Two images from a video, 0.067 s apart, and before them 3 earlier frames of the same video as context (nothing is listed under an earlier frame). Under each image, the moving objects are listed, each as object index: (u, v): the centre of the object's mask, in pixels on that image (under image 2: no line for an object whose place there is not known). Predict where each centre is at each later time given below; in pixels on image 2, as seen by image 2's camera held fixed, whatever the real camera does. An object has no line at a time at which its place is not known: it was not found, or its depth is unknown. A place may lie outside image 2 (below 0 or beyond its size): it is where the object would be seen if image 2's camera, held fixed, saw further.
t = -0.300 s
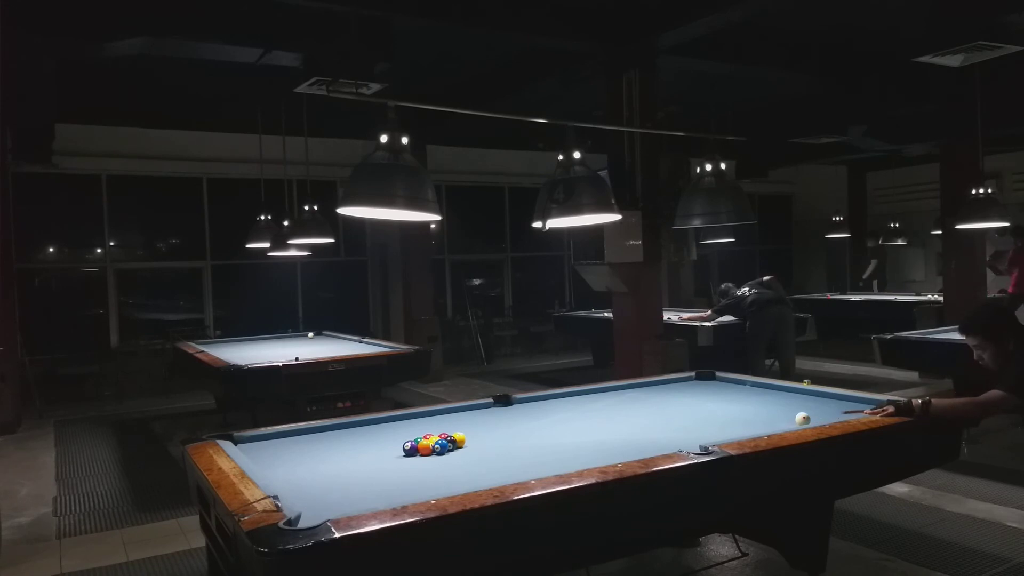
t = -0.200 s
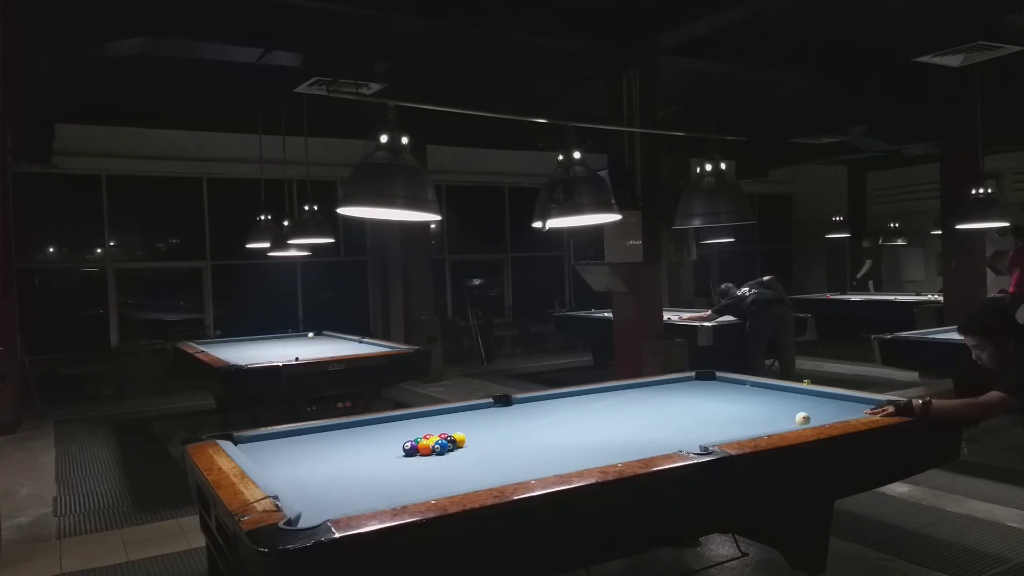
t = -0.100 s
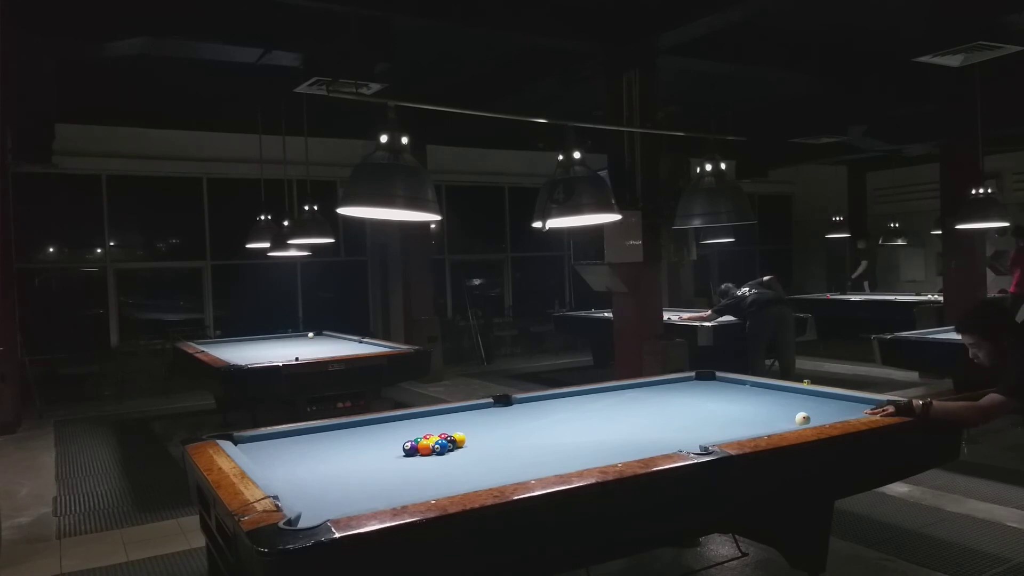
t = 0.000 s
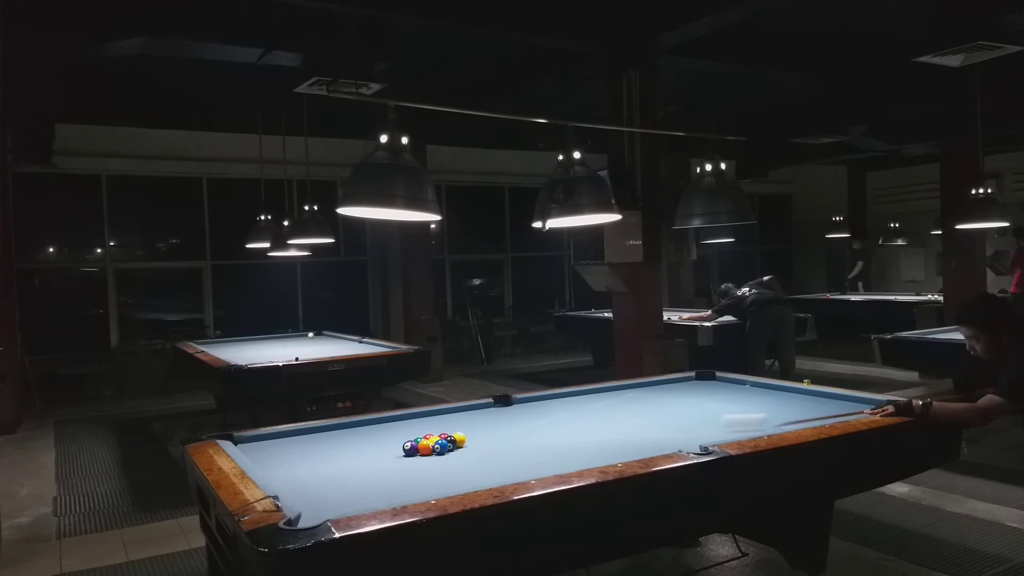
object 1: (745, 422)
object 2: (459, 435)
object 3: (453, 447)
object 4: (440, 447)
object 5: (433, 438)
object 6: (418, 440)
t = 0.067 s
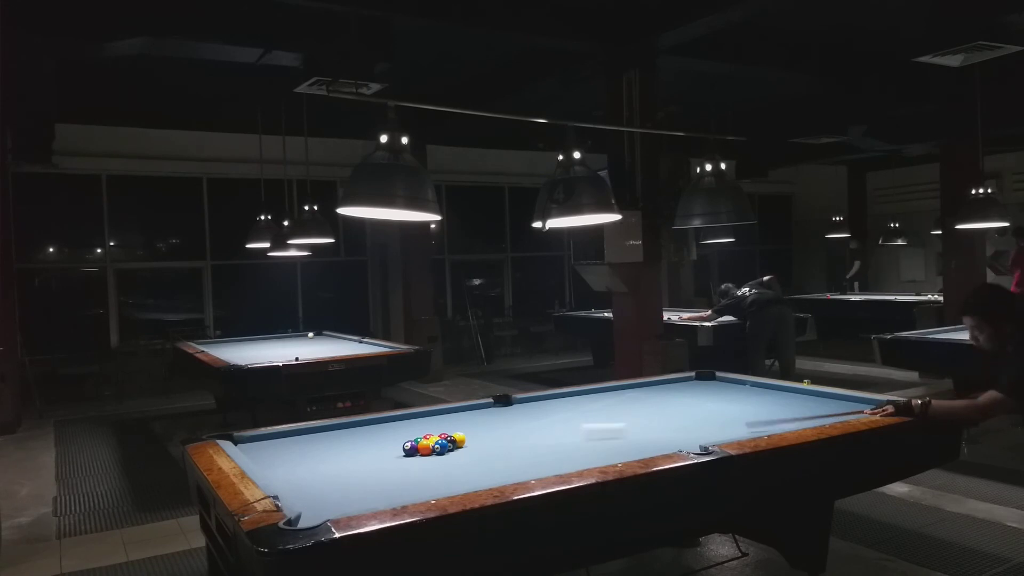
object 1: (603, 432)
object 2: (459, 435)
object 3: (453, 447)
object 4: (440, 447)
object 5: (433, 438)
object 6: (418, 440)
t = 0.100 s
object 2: (459, 435)
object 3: (453, 447)
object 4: (440, 447)
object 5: (433, 438)
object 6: (418, 440)
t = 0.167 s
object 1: (475, 441)
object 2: (457, 431)
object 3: (459, 445)
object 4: (439, 452)
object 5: (428, 443)
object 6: (407, 441)
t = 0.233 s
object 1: (483, 442)
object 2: (455, 424)
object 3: (469, 447)
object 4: (436, 461)
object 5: (419, 445)
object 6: (392, 441)
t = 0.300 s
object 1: (492, 443)
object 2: (453, 419)
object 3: (475, 450)
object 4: (432, 470)
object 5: (410, 445)
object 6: (379, 441)
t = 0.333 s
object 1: (496, 444)
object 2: (452, 416)
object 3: (478, 451)
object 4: (431, 474)
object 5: (406, 445)
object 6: (373, 441)
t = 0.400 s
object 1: (505, 445)
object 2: (451, 411)
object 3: (484, 454)
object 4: (428, 483)
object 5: (398, 446)
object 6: (360, 440)
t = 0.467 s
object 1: (513, 446)
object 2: (452, 407)
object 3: (491, 457)
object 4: (424, 490)
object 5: (389, 447)
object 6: (348, 439)
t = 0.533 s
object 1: (522, 448)
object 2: (468, 408)
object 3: (498, 459)
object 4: (417, 493)
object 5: (381, 448)
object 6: (335, 437)
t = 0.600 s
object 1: (531, 449)
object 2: (483, 408)
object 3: (504, 462)
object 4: (405, 493)
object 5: (372, 448)
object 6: (323, 437)
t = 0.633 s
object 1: (536, 449)
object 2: (491, 408)
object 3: (508, 464)
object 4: (399, 492)
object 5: (368, 448)
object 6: (318, 436)
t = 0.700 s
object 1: (545, 451)
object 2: (507, 408)
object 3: (515, 467)
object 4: (388, 490)
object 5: (360, 449)
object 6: (306, 435)
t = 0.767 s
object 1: (553, 452)
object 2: (522, 409)
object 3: (523, 469)
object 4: (378, 489)
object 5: (352, 450)
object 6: (295, 434)
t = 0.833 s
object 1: (562, 453)
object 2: (538, 409)
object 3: (530, 470)
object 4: (376, 495)
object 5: (344, 450)
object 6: (284, 434)
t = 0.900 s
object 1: (572, 454)
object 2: (554, 410)
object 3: (536, 471)
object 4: (372, 500)
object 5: (336, 451)
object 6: (285, 435)
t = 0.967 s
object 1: (581, 455)
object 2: (570, 410)
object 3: (532, 470)
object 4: (368, 503)
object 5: (328, 451)
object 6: (285, 436)
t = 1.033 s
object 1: (589, 456)
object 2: (586, 411)
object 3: (528, 469)
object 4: (360, 505)
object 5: (321, 452)
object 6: (285, 437)
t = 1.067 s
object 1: (594, 456)
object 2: (594, 411)
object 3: (531, 469)
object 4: (355, 505)
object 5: (317, 452)
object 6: (285, 438)
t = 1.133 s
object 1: (603, 456)
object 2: (611, 411)
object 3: (541, 469)
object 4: (345, 506)
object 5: (309, 453)
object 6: (285, 439)
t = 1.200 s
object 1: (613, 456)
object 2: (627, 411)
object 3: (548, 468)
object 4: (336, 507)
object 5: (301, 453)
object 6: (285, 440)
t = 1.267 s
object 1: (619, 455)
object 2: (644, 412)
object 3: (554, 467)
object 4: (327, 509)
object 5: (294, 454)
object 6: (285, 441)
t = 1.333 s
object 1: (622, 454)
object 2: (661, 413)
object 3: (555, 467)
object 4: (317, 513)
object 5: (286, 454)
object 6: (284, 441)
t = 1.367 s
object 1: (624, 453)
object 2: (669, 413)
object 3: (556, 467)
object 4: (312, 515)
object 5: (283, 455)
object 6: (285, 441)
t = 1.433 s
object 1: (628, 452)
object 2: (687, 414)
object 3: (558, 466)
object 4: (310, 517)
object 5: (276, 455)
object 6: (285, 443)
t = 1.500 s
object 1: (631, 451)
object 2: (704, 414)
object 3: (559, 465)
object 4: (309, 520)
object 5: (268, 455)
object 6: (284, 445)
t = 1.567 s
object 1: (634, 449)
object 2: (721, 415)
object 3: (560, 465)
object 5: (261, 456)
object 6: (284, 446)
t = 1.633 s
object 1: (638, 448)
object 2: (739, 415)
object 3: (562, 464)
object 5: (255, 456)
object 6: (284, 447)
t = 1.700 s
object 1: (641, 447)
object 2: (757, 416)
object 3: (563, 463)
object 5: (255, 456)
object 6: (284, 448)
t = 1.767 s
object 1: (644, 445)
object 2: (775, 416)
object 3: (564, 463)
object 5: (258, 455)
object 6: (283, 449)
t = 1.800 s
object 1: (645, 444)
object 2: (784, 416)
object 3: (565, 463)
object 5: (260, 455)
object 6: (283, 450)
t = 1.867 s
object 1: (648, 442)
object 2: (801, 416)
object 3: (566, 462)
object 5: (263, 454)
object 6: (283, 451)
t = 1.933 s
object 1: (651, 441)
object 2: (819, 418)
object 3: (567, 462)
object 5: (266, 453)
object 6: (283, 452)
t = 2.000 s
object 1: (654, 439)
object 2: (828, 417)
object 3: (568, 461)
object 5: (268, 452)
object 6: (284, 453)
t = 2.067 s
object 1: (656, 438)
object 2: (826, 416)
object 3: (569, 461)
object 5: (269, 452)
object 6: (285, 454)
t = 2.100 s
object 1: (657, 437)
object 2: (825, 416)
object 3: (570, 460)
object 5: (270, 452)
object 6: (285, 454)
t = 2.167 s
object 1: (660, 436)
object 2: (824, 415)
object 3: (570, 460)
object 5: (271, 451)
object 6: (286, 455)
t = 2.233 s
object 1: (662, 434)
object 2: (823, 415)
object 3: (571, 460)
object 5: (272, 451)
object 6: (287, 456)
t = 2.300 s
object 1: (664, 433)
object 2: (821, 414)
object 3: (572, 459)
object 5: (273, 450)
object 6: (288, 457)
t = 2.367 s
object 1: (667, 432)
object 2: (820, 412)
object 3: (573, 459)
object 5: (274, 450)
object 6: (289, 458)
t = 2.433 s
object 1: (669, 430)
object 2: (819, 411)
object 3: (573, 459)
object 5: (275, 449)
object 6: (290, 459)
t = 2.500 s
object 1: (671, 429)
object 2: (818, 410)
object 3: (574, 458)
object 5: (276, 449)
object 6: (291, 460)
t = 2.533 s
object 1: (672, 428)
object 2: (817, 409)
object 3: (574, 458)
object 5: (276, 449)
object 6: (291, 460)
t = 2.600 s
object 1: (674, 427)
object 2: (816, 408)
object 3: (575, 458)
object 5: (277, 448)
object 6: (292, 461)
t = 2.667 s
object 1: (676, 426)
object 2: (815, 407)
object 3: (575, 458)
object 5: (278, 448)
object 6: (293, 462)
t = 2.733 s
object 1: (677, 425)
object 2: (814, 406)
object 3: (576, 457)
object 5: (278, 448)
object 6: (293, 463)
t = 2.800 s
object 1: (679, 424)
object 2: (813, 405)
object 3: (576, 457)
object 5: (279, 448)
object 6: (294, 464)
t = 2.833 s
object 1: (680, 423)
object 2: (812, 404)
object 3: (576, 457)
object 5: (279, 447)
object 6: (294, 464)
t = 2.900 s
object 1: (682, 422)
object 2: (811, 403)
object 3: (577, 456)
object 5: (280, 447)
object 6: (295, 465)
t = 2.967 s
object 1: (683, 421)
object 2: (810, 402)
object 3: (577, 456)
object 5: (280, 447)
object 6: (296, 466)
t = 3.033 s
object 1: (685, 420)
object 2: (810, 401)
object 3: (578, 456)
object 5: (281, 447)
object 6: (296, 466)
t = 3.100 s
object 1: (687, 419)
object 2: (809, 400)
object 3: (578, 456)
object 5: (281, 447)
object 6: (297, 467)
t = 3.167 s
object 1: (688, 418)
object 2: (808, 399)
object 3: (579, 456)
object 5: (281, 446)
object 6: (298, 468)
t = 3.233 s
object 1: (690, 417)
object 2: (807, 398)
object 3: (579, 456)
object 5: (281, 446)
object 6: (298, 469)
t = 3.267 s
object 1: (691, 417)
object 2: (806, 398)
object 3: (579, 456)
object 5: (281, 446)
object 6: (298, 469)
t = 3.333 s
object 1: (692, 416)
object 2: (805, 397)
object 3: (579, 456)
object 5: (281, 446)
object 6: (299, 470)
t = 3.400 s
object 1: (693, 415)
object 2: (805, 396)
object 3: (579, 456)
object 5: (281, 446)
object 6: (299, 470)
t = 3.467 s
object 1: (695, 414)
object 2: (804, 395)
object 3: (579, 456)
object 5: (281, 446)
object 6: (300, 471)
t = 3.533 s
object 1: (696, 414)
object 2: (803, 395)
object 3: (579, 456)
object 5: (281, 447)
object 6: (300, 472)
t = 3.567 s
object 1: (697, 413)
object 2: (803, 394)
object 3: (579, 456)
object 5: (281, 446)
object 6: (301, 472)
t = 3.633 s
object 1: (698, 412)
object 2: (802, 394)
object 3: (579, 456)
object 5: (281, 446)
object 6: (301, 473)
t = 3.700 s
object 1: (700, 412)
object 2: (801, 393)
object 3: (579, 456)
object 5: (281, 446)
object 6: (301, 473)
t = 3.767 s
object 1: (701, 411)
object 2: (801, 392)
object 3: (579, 456)
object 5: (281, 446)
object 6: (301, 474)
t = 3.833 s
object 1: (702, 410)
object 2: (800, 392)
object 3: (579, 456)
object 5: (281, 446)
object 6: (302, 475)
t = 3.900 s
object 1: (703, 410)
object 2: (799, 391)
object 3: (579, 456)
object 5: (281, 446)
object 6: (302, 475)
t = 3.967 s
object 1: (704, 409)
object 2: (798, 390)
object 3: (579, 456)
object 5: (281, 446)
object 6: (302, 476)
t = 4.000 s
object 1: (705, 409)
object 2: (797, 390)
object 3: (579, 456)
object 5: (281, 446)
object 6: (302, 476)
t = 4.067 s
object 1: (706, 408)
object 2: (794, 390)
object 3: (579, 456)
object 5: (281, 446)
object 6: (302, 477)
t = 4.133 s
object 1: (707, 407)
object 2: (792, 390)
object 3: (579, 456)
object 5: (281, 446)
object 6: (302, 477)
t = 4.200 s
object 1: (708, 407)
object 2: (790, 390)
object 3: (579, 456)
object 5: (281, 446)
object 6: (303, 478)
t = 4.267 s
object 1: (708, 406)
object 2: (788, 390)
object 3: (579, 456)
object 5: (281, 446)
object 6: (303, 478)
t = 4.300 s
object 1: (709, 406)
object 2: (787, 390)
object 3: (579, 456)
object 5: (281, 446)
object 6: (303, 478)
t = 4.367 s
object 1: (710, 406)
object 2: (785, 390)
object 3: (579, 456)
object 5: (281, 446)
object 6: (303, 479)
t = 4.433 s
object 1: (711, 405)
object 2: (783, 390)
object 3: (579, 456)
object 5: (281, 446)
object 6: (303, 479)
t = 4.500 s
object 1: (711, 405)
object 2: (781, 390)
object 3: (579, 456)
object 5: (281, 446)
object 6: (302, 480)
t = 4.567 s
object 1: (712, 404)
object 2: (780, 390)
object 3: (579, 456)
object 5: (281, 446)
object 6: (302, 480)
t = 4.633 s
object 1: (713, 404)
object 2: (778, 390)
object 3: (579, 456)
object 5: (281, 446)
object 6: (302, 480)
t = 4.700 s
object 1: (713, 403)
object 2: (776, 390)
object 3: (579, 456)
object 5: (281, 446)
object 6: (302, 480)
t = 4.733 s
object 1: (714, 403)
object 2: (776, 390)
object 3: (579, 456)
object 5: (281, 446)
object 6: (302, 481)
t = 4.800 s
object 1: (714, 403)
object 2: (774, 390)
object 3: (579, 456)
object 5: (281, 446)
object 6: (302, 481)
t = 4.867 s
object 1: (715, 402)
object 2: (773, 390)
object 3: (579, 456)
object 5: (281, 446)
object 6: (302, 481)
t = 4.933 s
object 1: (715, 402)
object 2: (772, 390)
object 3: (579, 456)
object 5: (281, 446)
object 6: (302, 481)
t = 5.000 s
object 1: (716, 402)
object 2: (771, 389)
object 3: (579, 456)
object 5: (281, 446)
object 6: (302, 481)
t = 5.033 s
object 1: (716, 402)
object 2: (770, 389)
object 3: (579, 456)
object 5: (281, 446)
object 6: (302, 482)
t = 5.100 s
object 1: (717, 401)
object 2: (769, 389)
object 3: (579, 456)
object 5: (281, 446)
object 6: (302, 482)
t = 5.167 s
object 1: (717, 401)
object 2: (768, 389)
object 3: (579, 456)
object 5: (281, 446)
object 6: (302, 482)
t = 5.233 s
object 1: (717, 401)
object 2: (767, 389)
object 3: (579, 456)
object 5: (281, 446)
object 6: (302, 482)
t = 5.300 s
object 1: (718, 401)
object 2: (766, 389)
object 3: (579, 456)
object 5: (281, 446)
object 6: (302, 482)
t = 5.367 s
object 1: (718, 400)
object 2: (766, 389)
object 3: (579, 456)
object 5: (281, 446)
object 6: (302, 482)
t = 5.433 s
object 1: (718, 400)
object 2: (765, 389)
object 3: (579, 456)
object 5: (281, 446)
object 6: (302, 482)
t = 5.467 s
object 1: (719, 400)
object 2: (765, 389)
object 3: (579, 456)
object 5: (281, 446)
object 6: (302, 482)
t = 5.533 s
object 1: (719, 399)
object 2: (765, 389)
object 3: (579, 456)
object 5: (281, 446)
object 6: (302, 482)
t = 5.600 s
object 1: (719, 399)
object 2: (764, 389)
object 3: (579, 456)
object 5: (281, 446)
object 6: (302, 482)
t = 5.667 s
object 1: (719, 399)
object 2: (764, 389)
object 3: (579, 456)
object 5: (281, 446)
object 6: (302, 482)
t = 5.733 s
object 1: (720, 399)
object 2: (764, 389)
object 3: (579, 456)
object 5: (281, 446)
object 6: (302, 482)
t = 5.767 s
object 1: (720, 399)
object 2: (763, 389)
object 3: (579, 456)
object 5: (281, 446)
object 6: (302, 482)
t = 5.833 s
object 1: (720, 399)
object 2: (763, 389)
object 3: (579, 456)
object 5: (281, 446)
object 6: (302, 482)
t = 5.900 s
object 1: (720, 399)
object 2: (763, 389)
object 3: (579, 456)
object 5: (281, 446)
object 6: (302, 482)
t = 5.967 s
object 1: (721, 399)
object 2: (763, 389)
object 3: (579, 456)
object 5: (281, 446)
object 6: (302, 482)
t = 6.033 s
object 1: (721, 399)
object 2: (763, 389)
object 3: (579, 456)
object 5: (281, 446)
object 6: (302, 482)
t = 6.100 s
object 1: (721, 399)
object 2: (763, 389)
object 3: (579, 456)
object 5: (281, 446)
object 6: (302, 482)
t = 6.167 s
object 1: (721, 399)
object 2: (763, 389)
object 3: (579, 456)
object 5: (281, 446)
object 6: (302, 482)
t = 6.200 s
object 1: (721, 399)
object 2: (763, 389)
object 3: (579, 456)
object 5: (281, 446)
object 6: (302, 482)
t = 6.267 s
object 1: (722, 398)
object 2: (763, 389)
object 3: (579, 456)
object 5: (281, 446)
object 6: (302, 482)
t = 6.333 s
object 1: (722, 398)
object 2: (763, 389)
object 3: (579, 456)
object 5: (281, 446)
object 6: (302, 482)
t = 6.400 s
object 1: (722, 398)
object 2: (763, 389)
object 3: (579, 456)
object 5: (281, 446)
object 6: (302, 482)
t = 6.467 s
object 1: (722, 398)
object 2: (763, 389)
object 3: (579, 456)
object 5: (281, 446)
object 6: (302, 482)
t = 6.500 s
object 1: (722, 398)
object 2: (763, 389)
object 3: (579, 456)
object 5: (281, 446)
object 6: (302, 482)
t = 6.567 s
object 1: (722, 398)
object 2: (763, 389)
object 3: (579, 456)
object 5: (281, 446)
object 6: (302, 482)
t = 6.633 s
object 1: (722, 398)
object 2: (763, 389)
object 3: (579, 456)
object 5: (281, 446)
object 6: (302, 482)
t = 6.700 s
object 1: (722, 398)
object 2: (763, 389)
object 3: (579, 456)
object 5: (281, 446)
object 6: (302, 482)
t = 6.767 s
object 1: (722, 398)
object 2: (764, 389)
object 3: (579, 456)
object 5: (281, 446)
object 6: (302, 482)
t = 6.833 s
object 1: (722, 398)
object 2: (763, 389)
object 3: (579, 456)
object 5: (281, 446)
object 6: (302, 482)
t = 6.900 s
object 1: (722, 398)
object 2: (763, 389)
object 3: (579, 456)
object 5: (281, 446)
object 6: (302, 482)
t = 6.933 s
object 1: (722, 398)
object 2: (763, 389)
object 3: (579, 456)
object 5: (281, 446)
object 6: (302, 482)
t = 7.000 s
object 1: (722, 398)
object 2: (763, 389)
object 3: (579, 456)
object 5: (281, 446)
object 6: (302, 482)
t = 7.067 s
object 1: (722, 398)
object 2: (763, 389)
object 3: (579, 456)
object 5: (281, 446)
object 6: (302, 482)
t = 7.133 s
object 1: (722, 398)
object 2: (763, 389)
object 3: (579, 456)
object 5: (281, 446)
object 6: (302, 482)
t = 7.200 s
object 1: (722, 398)
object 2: (763, 389)
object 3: (579, 456)
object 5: (281, 446)
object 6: (302, 482)
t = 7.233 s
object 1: (722, 398)
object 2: (764, 389)
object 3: (579, 456)
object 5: (281, 446)
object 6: (302, 482)
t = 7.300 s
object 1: (722, 398)
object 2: (763, 389)
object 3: (579, 456)
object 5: (281, 446)
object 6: (302, 482)
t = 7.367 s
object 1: (722, 398)
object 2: (763, 389)
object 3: (579, 456)
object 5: (281, 446)
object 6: (302, 482)
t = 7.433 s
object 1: (722, 398)
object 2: (764, 389)
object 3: (579, 456)
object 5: (281, 446)
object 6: (302, 482)
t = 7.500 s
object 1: (722, 398)
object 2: (764, 389)
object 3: (579, 456)
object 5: (281, 446)
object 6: (302, 482)
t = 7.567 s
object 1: (722, 398)
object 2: (763, 389)
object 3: (579, 456)
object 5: (281, 446)
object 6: (302, 482)
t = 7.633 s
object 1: (722, 398)
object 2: (764, 389)
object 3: (579, 456)
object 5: (281, 446)
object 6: (302, 482)
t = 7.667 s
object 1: (722, 398)
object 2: (763, 389)
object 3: (579, 456)
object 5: (281, 446)
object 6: (302, 482)
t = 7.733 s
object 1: (722, 398)
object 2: (763, 389)
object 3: (579, 456)
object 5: (281, 446)
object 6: (302, 482)
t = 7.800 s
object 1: (722, 398)
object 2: (763, 389)
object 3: (579, 456)
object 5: (281, 446)
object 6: (302, 482)
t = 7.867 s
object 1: (722, 398)
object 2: (764, 389)
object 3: (579, 456)
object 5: (281, 446)
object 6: (302, 482)
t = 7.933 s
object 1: (722, 398)
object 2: (763, 389)
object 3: (579, 456)
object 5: (281, 446)
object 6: (302, 482)
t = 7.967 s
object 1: (722, 398)
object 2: (763, 389)
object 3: (579, 456)
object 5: (281, 446)
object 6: (302, 482)
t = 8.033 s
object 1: (722, 398)
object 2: (763, 389)
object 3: (579, 456)
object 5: (281, 446)
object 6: (302, 482)
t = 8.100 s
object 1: (722, 398)
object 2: (763, 389)
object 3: (579, 456)
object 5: (281, 446)
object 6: (302, 482)
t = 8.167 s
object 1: (722, 398)
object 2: (763, 389)
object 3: (579, 456)
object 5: (281, 446)
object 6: (302, 482)
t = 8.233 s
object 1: (722, 398)
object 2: (763, 389)
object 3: (579, 456)
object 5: (281, 446)
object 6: (302, 482)
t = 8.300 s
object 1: (722, 398)
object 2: (763, 389)
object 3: (579, 456)
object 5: (281, 446)
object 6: (302, 482)
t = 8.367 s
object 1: (722, 398)
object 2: (763, 389)
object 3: (579, 456)
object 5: (281, 446)
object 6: (302, 482)
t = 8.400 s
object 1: (722, 398)
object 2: (763, 389)
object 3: (579, 456)
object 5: (281, 446)
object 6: (302, 482)
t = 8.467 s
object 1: (722, 398)
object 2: (763, 389)
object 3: (579, 456)
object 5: (281, 446)
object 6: (303, 482)
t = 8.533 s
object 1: (722, 398)
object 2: (763, 389)
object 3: (579, 456)
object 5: (281, 446)
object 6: (303, 482)
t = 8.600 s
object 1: (722, 398)
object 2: (763, 389)
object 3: (579, 456)
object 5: (281, 446)
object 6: (303, 482)
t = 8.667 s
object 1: (722, 398)
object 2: (763, 389)
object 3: (579, 456)
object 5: (281, 446)
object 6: (303, 482)
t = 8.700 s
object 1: (722, 398)
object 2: (763, 389)
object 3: (579, 456)
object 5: (281, 446)
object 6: (303, 482)
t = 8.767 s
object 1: (722, 398)
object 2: (763, 389)
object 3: (579, 456)
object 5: (281, 446)
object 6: (303, 482)
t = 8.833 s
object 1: (722, 398)
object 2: (763, 389)
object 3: (579, 456)
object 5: (281, 446)
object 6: (303, 482)
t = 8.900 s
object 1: (722, 398)
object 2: (763, 389)
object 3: (579, 456)
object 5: (281, 446)
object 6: (303, 482)
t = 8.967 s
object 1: (722, 398)
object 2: (763, 389)
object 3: (579, 456)
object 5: (281, 446)
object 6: (303, 482)
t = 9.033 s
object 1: (722, 398)
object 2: (763, 389)
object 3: (579, 456)
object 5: (281, 446)
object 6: (303, 482)
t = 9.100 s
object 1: (722, 398)
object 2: (763, 389)
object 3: (579, 456)
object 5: (281, 446)
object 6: (303, 482)
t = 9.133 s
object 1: (722, 398)
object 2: (763, 389)
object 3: (579, 456)
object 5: (281, 446)
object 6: (303, 482)
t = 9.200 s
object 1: (722, 398)
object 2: (763, 389)
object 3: (579, 456)
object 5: (281, 446)
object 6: (303, 482)
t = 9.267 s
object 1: (722, 398)
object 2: (763, 389)
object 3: (579, 456)
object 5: (281, 446)
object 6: (303, 482)
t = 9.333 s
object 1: (722, 398)
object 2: (763, 389)
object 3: (579, 456)
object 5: (281, 446)
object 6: (303, 482)
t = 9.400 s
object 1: (722, 398)
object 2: (763, 389)
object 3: (579, 456)
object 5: (281, 446)
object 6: (303, 482)
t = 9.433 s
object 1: (722, 398)
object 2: (763, 389)
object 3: (579, 456)
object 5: (281, 446)
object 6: (302, 482)
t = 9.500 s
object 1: (722, 398)
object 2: (763, 389)
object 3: (579, 456)
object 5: (281, 446)
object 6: (303, 482)
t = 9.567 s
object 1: (722, 398)
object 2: (763, 389)
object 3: (579, 456)
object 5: (281, 446)
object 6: (302, 482)
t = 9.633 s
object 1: (722, 398)
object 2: (763, 389)
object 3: (579, 456)
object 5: (281, 446)
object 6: (302, 482)
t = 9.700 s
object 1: (722, 398)
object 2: (763, 389)
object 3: (579, 456)
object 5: (281, 446)
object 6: (302, 482)
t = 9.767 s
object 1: (722, 398)
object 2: (763, 389)
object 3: (579, 456)
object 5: (281, 446)
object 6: (302, 482)
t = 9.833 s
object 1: (722, 398)
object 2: (763, 389)
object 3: (579, 456)
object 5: (281, 446)
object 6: (302, 482)
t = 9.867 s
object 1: (722, 398)
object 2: (763, 389)
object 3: (579, 456)
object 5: (281, 446)
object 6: (302, 482)
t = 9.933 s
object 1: (722, 398)
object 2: (763, 389)
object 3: (579, 456)
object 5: (281, 446)
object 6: (302, 482)
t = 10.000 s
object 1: (722, 398)
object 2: (763, 389)
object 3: (579, 456)
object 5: (281, 446)
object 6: (302, 482)
